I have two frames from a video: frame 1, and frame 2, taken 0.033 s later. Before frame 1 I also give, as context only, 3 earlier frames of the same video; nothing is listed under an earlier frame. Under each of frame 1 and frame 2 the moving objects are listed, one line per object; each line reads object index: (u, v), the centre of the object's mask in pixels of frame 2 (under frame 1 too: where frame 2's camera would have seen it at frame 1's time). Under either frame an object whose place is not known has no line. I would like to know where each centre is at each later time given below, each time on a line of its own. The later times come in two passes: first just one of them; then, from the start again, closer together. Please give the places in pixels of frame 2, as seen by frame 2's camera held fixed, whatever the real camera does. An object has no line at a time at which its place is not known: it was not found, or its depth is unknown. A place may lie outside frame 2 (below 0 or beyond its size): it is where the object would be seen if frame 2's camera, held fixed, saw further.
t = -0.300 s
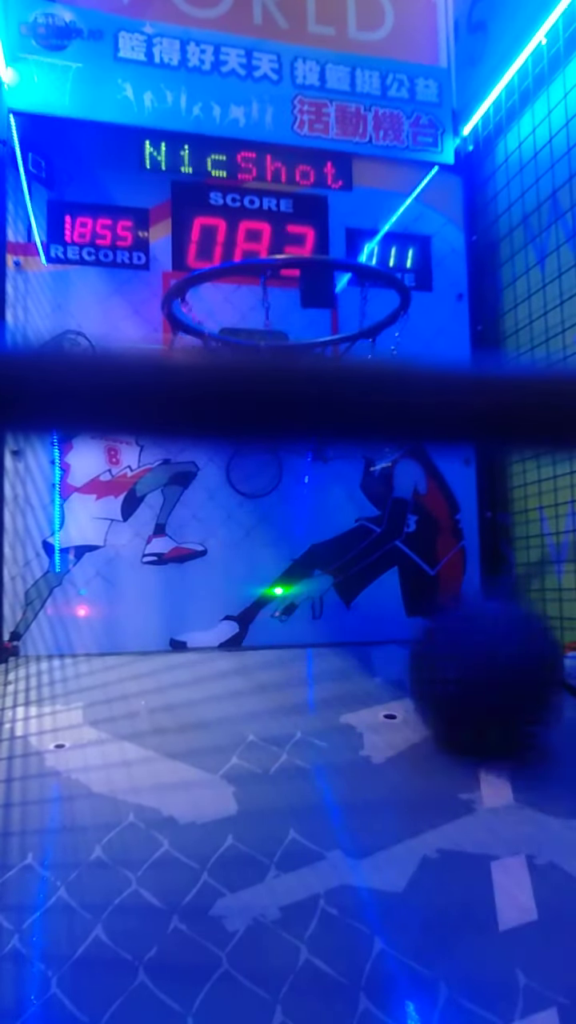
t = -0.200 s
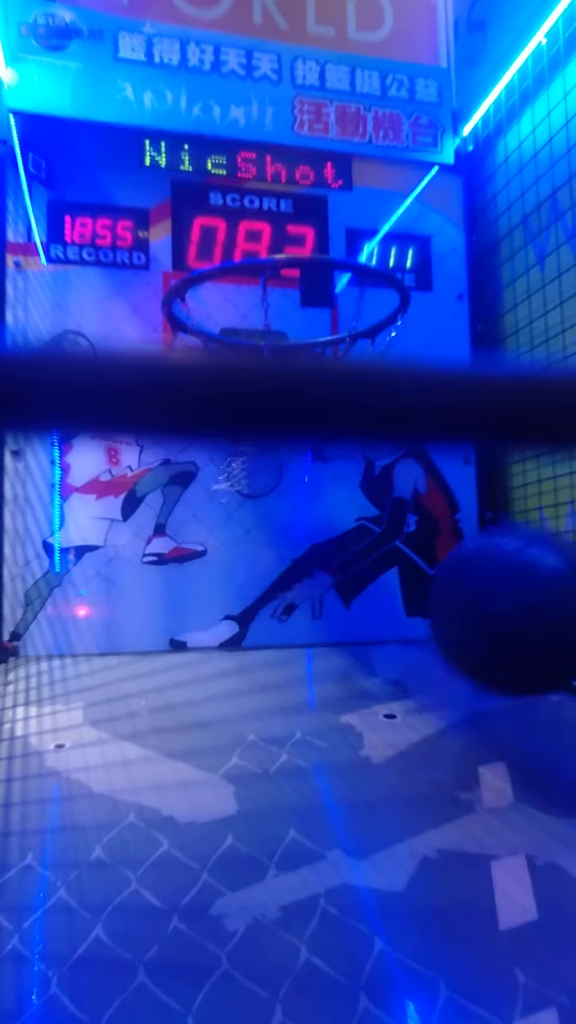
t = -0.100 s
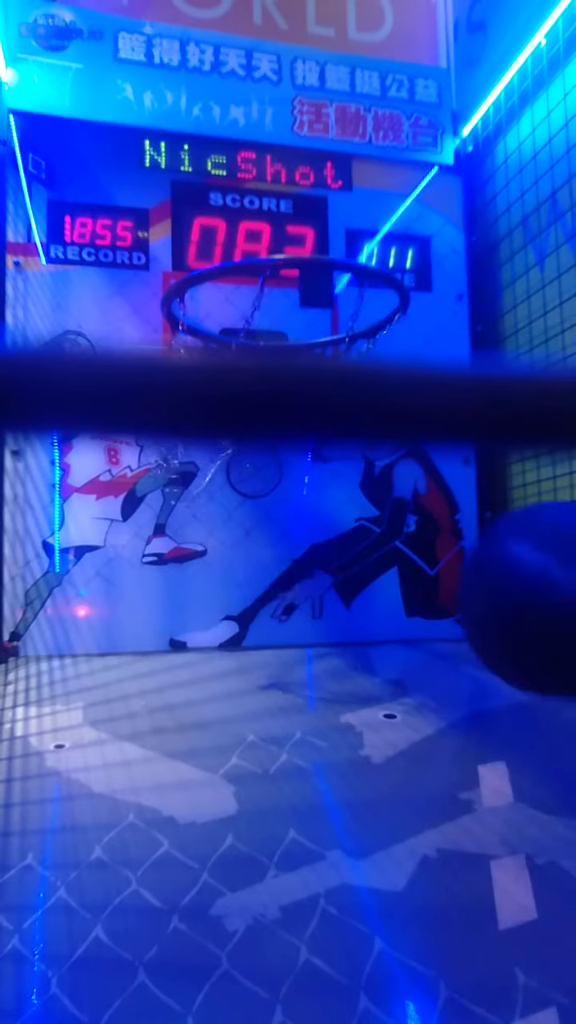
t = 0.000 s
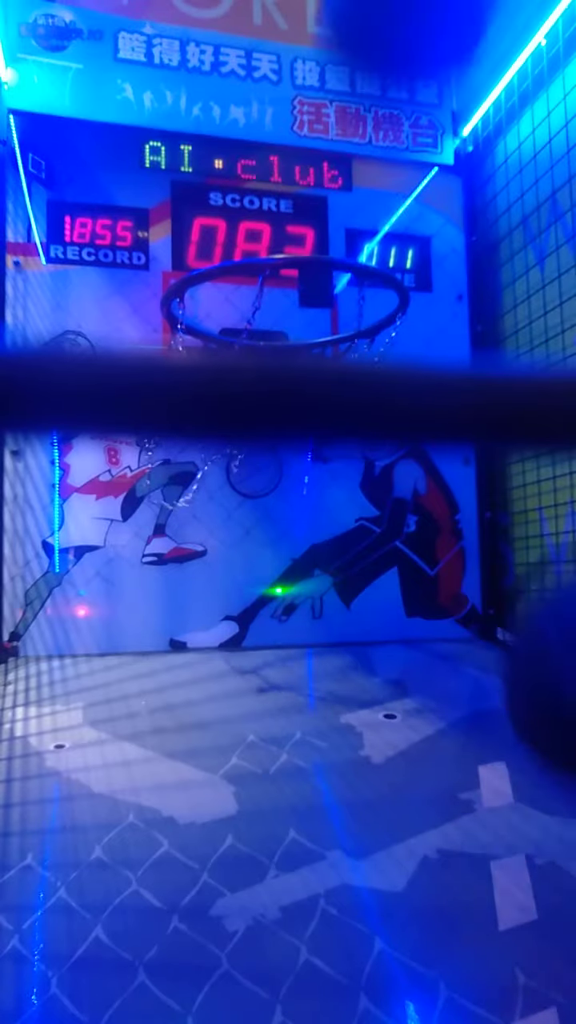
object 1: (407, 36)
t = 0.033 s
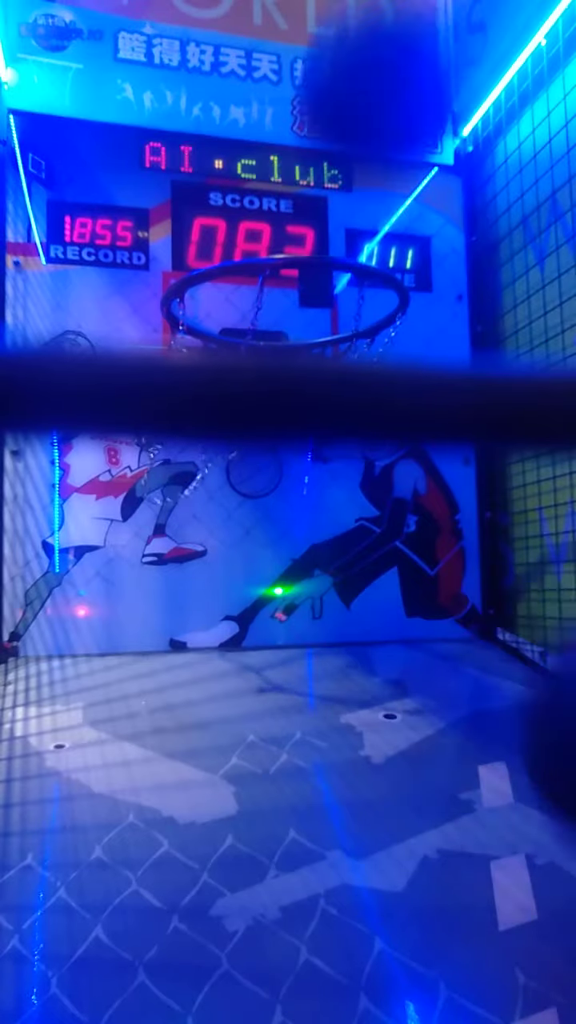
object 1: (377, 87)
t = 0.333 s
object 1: (203, 594)
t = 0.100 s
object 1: (329, 224)
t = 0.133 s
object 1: (308, 312)
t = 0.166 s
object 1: (291, 331)
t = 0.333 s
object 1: (203, 594)
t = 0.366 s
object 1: (186, 648)
